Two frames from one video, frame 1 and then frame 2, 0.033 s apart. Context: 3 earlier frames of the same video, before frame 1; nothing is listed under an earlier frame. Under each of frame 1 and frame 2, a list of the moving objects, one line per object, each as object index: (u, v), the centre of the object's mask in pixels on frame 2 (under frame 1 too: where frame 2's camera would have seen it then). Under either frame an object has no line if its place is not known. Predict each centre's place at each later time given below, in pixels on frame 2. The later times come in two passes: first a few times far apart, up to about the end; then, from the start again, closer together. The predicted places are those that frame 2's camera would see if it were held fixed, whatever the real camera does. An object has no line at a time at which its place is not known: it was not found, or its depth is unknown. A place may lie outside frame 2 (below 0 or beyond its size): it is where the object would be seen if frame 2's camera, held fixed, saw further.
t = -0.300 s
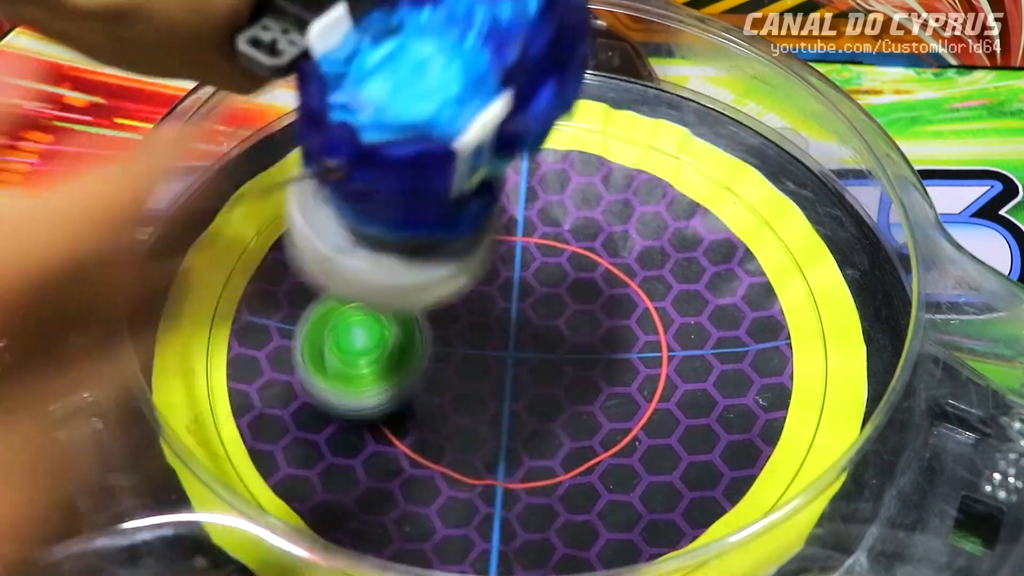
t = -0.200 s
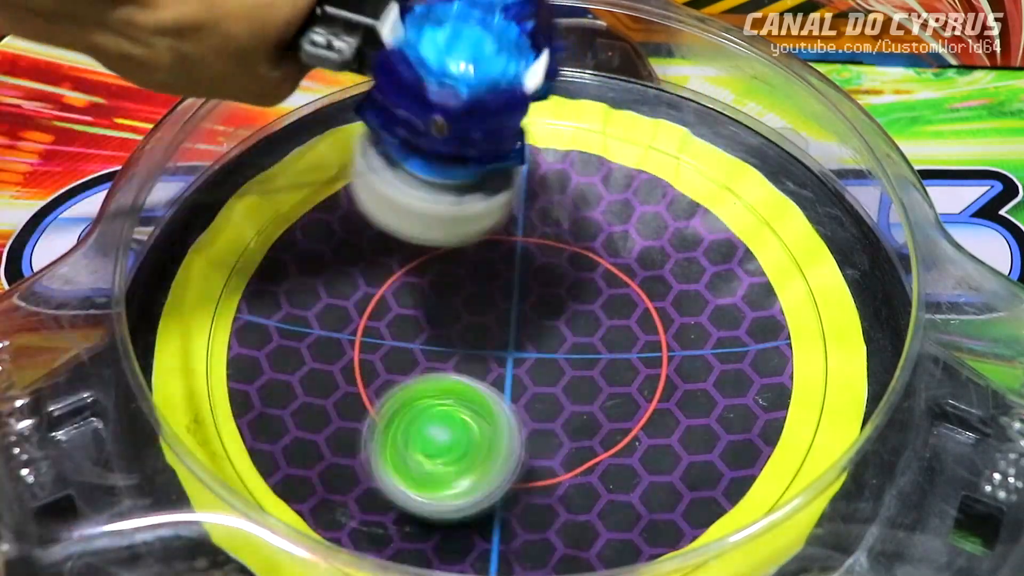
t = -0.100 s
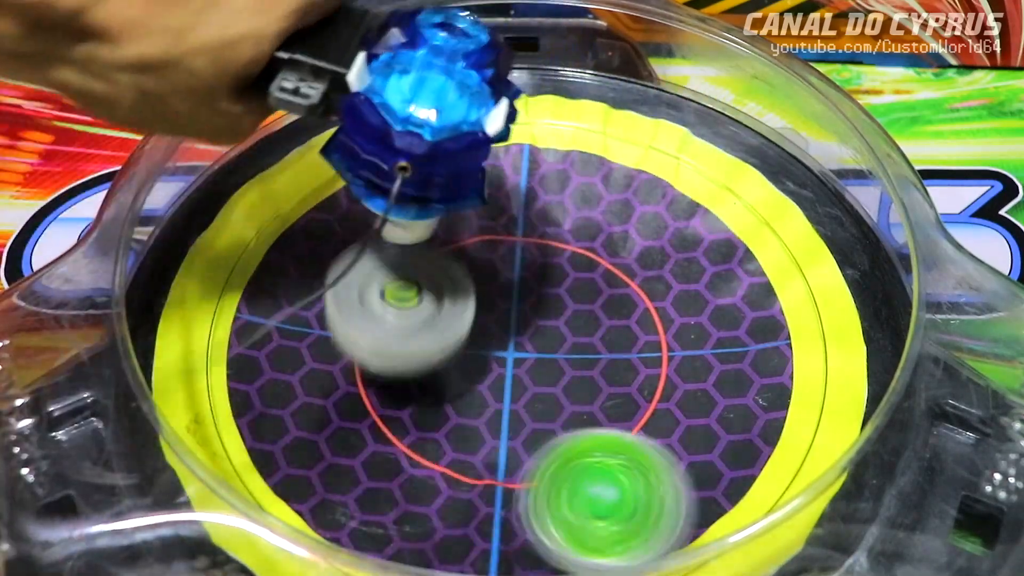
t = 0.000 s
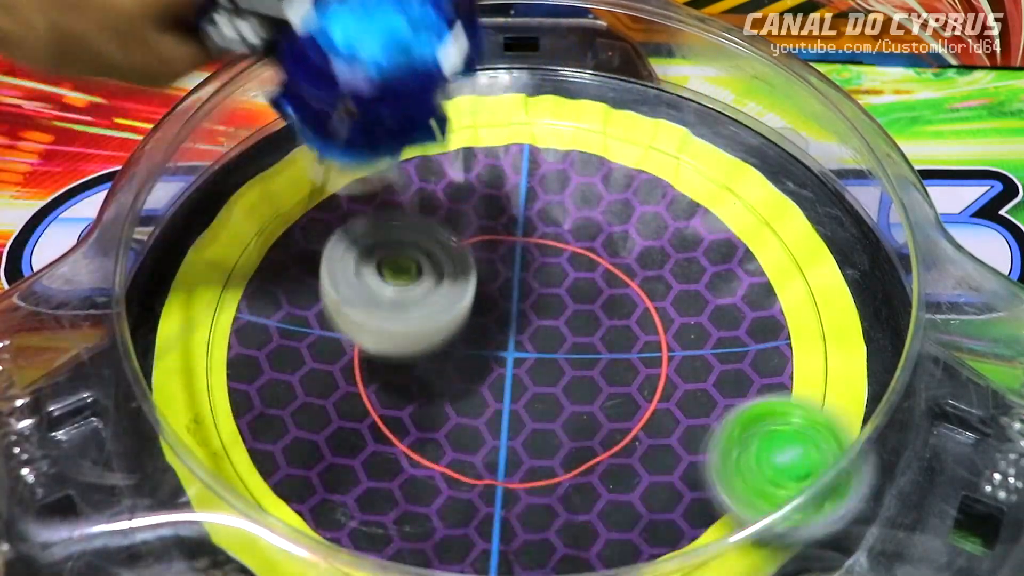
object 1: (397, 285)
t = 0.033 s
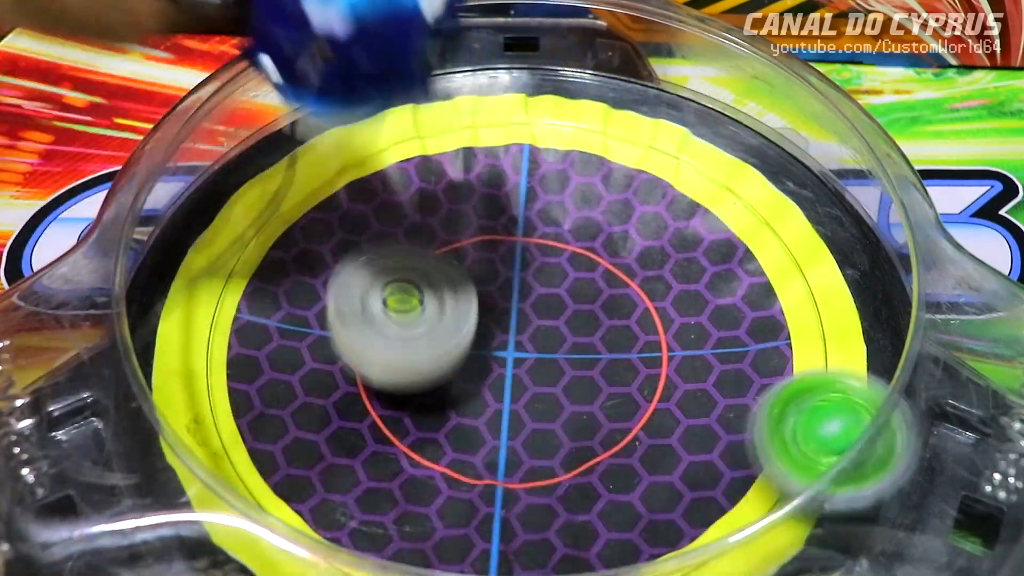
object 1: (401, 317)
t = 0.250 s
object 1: (446, 331)
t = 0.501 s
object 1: (479, 332)
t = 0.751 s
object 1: (483, 291)
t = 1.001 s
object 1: (461, 263)
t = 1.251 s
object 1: (433, 303)
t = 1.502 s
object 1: (550, 328)
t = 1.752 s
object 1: (546, 257)
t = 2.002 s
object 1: (467, 249)
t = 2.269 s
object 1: (480, 331)
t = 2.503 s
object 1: (585, 311)
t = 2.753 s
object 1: (387, 315)
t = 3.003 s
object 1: (419, 414)
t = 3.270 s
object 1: (620, 333)
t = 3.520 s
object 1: (512, 218)
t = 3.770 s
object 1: (354, 310)
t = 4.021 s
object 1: (507, 451)
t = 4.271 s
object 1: (674, 286)
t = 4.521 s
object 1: (487, 178)
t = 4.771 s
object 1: (318, 335)
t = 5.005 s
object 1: (528, 473)
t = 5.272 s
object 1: (690, 270)
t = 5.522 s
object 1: (493, 192)
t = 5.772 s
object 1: (417, 246)
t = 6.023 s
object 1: (547, 331)
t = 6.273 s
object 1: (573, 250)
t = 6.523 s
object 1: (456, 270)
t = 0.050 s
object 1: (403, 337)
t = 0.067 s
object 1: (406, 335)
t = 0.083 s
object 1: (407, 324)
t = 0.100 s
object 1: (408, 317)
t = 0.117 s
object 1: (411, 315)
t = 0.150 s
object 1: (417, 324)
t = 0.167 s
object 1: (422, 326)
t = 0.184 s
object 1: (426, 323)
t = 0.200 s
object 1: (431, 325)
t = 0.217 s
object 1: (436, 328)
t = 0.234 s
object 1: (441, 329)
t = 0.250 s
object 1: (446, 331)
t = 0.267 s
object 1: (451, 332)
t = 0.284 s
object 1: (456, 334)
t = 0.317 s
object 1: (470, 336)
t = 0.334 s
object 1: (477, 334)
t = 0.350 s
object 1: (484, 332)
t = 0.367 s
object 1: (493, 328)
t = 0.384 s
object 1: (502, 323)
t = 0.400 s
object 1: (511, 317)
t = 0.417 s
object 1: (509, 318)
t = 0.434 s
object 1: (501, 324)
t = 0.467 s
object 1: (488, 330)
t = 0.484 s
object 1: (483, 332)
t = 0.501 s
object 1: (479, 332)
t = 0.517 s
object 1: (476, 332)
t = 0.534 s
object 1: (473, 331)
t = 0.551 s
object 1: (472, 329)
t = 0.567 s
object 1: (472, 327)
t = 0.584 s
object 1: (472, 324)
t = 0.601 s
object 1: (473, 322)
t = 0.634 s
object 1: (476, 315)
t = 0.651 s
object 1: (478, 312)
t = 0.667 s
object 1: (480, 309)
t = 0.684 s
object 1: (481, 306)
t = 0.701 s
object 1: (482, 303)
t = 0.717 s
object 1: (483, 299)
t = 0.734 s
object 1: (483, 295)
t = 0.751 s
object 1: (483, 291)
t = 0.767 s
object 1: (482, 288)
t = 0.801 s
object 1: (481, 282)
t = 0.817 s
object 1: (480, 279)
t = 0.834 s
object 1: (479, 277)
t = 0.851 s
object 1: (479, 275)
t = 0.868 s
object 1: (477, 273)
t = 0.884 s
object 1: (476, 271)
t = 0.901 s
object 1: (474, 269)
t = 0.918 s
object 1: (473, 268)
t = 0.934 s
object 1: (471, 266)
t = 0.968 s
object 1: (466, 264)
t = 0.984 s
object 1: (464, 263)
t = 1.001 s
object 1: (461, 263)
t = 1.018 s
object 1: (458, 263)
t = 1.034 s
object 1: (455, 263)
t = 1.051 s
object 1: (451, 264)
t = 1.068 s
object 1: (447, 265)
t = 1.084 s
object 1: (444, 266)
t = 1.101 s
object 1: (441, 268)
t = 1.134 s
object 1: (435, 274)
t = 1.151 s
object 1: (432, 277)
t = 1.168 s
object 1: (431, 281)
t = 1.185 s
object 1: (430, 284)
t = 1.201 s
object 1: (429, 289)
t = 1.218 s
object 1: (429, 293)
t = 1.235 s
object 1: (431, 298)
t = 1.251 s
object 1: (433, 303)
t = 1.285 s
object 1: (440, 313)
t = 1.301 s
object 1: (446, 318)
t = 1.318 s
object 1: (452, 322)
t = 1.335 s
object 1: (459, 325)
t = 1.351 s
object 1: (468, 328)
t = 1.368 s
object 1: (476, 331)
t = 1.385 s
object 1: (486, 334)
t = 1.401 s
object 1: (496, 335)
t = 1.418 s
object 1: (506, 336)
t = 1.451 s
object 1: (526, 334)
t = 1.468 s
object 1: (536, 333)
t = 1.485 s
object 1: (543, 331)
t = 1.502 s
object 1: (550, 328)
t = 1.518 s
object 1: (557, 324)
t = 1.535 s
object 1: (563, 321)
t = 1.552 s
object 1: (568, 316)
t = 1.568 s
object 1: (571, 312)
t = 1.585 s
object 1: (573, 307)
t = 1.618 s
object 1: (572, 297)
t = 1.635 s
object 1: (570, 292)
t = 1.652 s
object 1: (568, 287)
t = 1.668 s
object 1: (565, 281)
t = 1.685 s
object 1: (561, 276)
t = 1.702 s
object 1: (558, 271)
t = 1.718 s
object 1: (554, 266)
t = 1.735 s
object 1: (551, 261)
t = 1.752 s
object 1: (546, 257)
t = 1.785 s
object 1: (538, 249)
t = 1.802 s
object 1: (532, 246)
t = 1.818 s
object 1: (527, 243)
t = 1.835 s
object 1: (521, 241)
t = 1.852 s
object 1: (515, 239)
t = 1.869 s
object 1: (509, 237)
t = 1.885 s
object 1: (503, 236)
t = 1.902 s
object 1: (496, 236)
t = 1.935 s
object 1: (485, 237)
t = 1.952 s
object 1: (481, 239)
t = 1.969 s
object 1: (476, 242)
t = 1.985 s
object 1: (471, 246)
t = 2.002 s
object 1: (467, 249)
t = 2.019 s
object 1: (463, 253)
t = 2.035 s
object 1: (460, 258)
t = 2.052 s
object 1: (457, 263)
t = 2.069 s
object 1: (455, 270)
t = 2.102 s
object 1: (452, 283)
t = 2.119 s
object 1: (453, 289)
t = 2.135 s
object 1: (454, 296)
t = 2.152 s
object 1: (456, 303)
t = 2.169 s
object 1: (460, 310)
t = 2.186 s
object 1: (465, 317)
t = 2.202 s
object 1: (470, 324)
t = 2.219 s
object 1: (478, 331)
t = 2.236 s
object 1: (481, 333)
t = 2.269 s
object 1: (480, 331)
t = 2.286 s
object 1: (483, 330)
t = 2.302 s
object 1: (486, 330)
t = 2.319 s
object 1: (492, 329)
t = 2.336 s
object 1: (497, 329)
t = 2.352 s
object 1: (506, 329)
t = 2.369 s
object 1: (513, 329)
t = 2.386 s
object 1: (522, 329)
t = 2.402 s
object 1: (531, 328)
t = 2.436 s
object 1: (549, 325)
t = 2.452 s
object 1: (559, 322)
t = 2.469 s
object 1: (568, 320)
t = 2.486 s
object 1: (576, 316)
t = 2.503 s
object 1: (585, 311)
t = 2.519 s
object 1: (591, 306)
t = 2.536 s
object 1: (597, 301)
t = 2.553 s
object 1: (587, 299)
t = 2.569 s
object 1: (566, 299)
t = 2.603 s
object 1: (526, 299)
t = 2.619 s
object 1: (507, 299)
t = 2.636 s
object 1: (489, 299)
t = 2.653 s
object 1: (471, 299)
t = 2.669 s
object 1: (454, 300)
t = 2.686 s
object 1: (438, 302)
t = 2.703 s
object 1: (424, 303)
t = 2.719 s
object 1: (411, 307)
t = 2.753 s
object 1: (387, 315)
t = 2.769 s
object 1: (378, 321)
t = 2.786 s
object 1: (371, 328)
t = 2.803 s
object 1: (363, 336)
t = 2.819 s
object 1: (358, 344)
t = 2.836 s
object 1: (354, 353)
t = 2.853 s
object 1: (353, 361)
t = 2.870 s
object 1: (353, 370)
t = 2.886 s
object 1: (357, 377)
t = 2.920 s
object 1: (367, 392)
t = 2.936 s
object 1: (374, 396)
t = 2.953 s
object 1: (382, 400)
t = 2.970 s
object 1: (394, 405)
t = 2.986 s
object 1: (404, 409)
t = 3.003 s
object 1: (419, 414)
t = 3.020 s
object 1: (432, 418)
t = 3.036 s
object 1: (448, 419)
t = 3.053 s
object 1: (465, 420)
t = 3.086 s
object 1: (501, 420)
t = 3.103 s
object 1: (516, 418)
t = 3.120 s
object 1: (533, 414)
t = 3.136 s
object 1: (548, 409)
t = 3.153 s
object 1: (562, 402)
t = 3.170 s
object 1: (575, 394)
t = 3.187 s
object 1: (584, 386)
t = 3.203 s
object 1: (594, 377)
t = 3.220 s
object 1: (604, 365)
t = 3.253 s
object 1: (617, 344)
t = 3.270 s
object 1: (620, 333)
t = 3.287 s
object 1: (621, 321)
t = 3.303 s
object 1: (621, 310)
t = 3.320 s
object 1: (620, 299)
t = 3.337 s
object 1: (619, 289)
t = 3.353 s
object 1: (615, 279)
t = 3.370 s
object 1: (610, 270)
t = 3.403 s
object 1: (595, 253)
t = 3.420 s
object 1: (587, 246)
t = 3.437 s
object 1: (577, 240)
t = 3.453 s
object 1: (565, 233)
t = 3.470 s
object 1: (554, 229)
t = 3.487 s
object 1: (539, 223)
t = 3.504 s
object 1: (525, 219)
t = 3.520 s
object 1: (512, 218)
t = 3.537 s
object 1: (498, 216)
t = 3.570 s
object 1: (473, 217)
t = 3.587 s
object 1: (463, 219)
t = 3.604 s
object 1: (451, 224)
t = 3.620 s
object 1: (440, 229)
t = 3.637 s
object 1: (429, 234)
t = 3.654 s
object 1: (418, 241)
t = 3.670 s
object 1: (406, 248)
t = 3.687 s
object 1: (395, 257)
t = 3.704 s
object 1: (385, 265)
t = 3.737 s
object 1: (368, 286)
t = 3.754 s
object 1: (360, 298)
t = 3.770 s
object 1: (354, 310)
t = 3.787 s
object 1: (350, 323)
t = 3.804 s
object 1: (347, 336)
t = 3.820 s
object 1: (347, 351)
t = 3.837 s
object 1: (348, 365)
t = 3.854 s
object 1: (354, 378)
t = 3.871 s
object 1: (360, 392)
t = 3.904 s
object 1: (381, 416)
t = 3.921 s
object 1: (393, 426)
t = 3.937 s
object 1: (409, 435)
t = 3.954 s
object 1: (427, 442)
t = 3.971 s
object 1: (444, 447)
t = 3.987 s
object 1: (464, 451)
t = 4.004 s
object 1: (487, 452)
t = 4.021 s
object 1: (507, 451)
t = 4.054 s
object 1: (552, 445)
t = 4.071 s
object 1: (571, 439)
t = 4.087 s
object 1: (590, 431)
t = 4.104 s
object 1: (609, 422)
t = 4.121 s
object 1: (625, 411)
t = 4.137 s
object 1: (638, 399)
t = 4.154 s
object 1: (651, 388)
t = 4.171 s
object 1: (661, 373)
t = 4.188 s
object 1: (668, 358)
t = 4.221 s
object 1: (677, 329)
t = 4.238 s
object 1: (678, 313)
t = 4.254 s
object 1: (677, 298)
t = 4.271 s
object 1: (674, 286)
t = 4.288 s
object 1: (670, 272)
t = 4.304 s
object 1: (663, 257)
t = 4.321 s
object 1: (657, 248)
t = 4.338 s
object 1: (646, 237)
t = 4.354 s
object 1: (635, 228)
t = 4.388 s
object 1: (615, 212)
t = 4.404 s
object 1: (601, 205)
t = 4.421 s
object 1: (589, 200)
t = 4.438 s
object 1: (573, 193)
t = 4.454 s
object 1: (556, 188)
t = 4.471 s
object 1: (539, 183)
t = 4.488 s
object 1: (522, 180)
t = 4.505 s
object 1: (503, 179)
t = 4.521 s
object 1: (487, 178)
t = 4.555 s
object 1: (451, 183)
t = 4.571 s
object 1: (434, 186)
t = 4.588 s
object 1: (417, 192)
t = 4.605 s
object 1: (401, 199)
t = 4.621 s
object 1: (385, 208)
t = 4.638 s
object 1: (372, 218)
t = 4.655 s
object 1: (361, 228)
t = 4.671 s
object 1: (350, 240)
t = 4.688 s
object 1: (340, 253)
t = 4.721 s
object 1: (327, 283)
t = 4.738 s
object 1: (321, 299)
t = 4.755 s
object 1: (318, 315)
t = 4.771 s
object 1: (318, 335)
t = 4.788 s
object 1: (320, 352)
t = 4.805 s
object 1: (324, 370)
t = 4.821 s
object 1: (331, 387)
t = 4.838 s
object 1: (339, 402)
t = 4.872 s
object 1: (365, 431)
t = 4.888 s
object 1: (380, 443)
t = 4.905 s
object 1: (396, 454)
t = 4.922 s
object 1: (416, 462)
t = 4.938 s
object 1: (437, 470)
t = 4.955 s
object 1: (458, 474)
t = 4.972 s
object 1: (482, 477)
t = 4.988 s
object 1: (505, 478)
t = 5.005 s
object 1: (528, 473)
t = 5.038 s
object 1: (574, 464)
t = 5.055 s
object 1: (594, 457)
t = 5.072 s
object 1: (613, 446)
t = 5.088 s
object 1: (630, 435)
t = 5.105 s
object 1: (647, 422)
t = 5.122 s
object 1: (660, 409)
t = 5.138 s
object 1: (672, 393)
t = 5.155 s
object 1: (683, 376)
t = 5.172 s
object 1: (691, 359)
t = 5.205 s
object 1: (699, 327)
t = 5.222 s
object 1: (701, 311)
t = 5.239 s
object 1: (699, 298)
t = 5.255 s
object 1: (695, 282)
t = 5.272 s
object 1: (690, 270)
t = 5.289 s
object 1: (683, 258)
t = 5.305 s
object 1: (674, 246)
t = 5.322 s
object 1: (662, 235)
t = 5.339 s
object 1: (650, 228)
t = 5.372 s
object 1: (622, 213)
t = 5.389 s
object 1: (607, 208)
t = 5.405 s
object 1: (592, 205)
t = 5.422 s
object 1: (577, 201)
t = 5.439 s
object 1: (560, 198)
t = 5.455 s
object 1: (545, 196)
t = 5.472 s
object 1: (531, 193)
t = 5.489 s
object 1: (518, 191)
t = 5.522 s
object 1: (493, 192)
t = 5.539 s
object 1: (481, 194)
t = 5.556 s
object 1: (469, 198)
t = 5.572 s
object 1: (458, 203)
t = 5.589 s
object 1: (448, 207)
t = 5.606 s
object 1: (441, 213)
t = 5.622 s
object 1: (433, 220)
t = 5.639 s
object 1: (428, 228)
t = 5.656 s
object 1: (423, 233)
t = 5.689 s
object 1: (417, 233)
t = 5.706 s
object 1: (414, 237)
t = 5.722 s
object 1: (413, 238)
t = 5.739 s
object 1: (412, 240)
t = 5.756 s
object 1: (413, 244)
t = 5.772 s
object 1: (417, 246)
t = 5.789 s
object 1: (420, 252)
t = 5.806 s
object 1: (425, 259)
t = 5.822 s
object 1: (432, 267)
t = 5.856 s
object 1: (443, 283)
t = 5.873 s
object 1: (451, 292)
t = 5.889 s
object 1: (459, 301)
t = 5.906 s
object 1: (469, 311)
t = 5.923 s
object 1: (479, 320)
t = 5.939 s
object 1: (489, 328)
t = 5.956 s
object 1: (501, 333)
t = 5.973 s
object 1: (513, 337)
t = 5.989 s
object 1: (526, 338)
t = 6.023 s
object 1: (547, 331)
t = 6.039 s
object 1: (557, 325)
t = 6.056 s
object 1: (565, 320)
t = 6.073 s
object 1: (573, 314)
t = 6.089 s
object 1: (581, 308)
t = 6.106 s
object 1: (585, 301)
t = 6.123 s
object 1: (589, 296)
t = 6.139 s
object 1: (591, 289)
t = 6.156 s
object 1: (592, 283)
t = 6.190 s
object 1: (591, 268)
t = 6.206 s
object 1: (590, 262)
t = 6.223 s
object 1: (587, 256)
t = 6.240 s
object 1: (584, 254)
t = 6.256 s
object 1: (579, 251)
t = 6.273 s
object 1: (573, 250)
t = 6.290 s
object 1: (566, 250)
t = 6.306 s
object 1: (558, 251)
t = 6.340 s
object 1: (541, 254)
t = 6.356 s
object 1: (533, 255)
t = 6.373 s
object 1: (524, 256)
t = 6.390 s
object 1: (517, 258)
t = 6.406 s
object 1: (508, 259)
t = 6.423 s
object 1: (499, 262)
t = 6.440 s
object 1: (490, 264)
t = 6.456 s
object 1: (483, 266)
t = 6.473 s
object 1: (477, 268)
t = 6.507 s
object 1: (462, 268)
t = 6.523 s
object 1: (456, 270)
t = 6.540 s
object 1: (450, 271)
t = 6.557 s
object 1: (446, 275)
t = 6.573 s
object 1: (443, 280)
